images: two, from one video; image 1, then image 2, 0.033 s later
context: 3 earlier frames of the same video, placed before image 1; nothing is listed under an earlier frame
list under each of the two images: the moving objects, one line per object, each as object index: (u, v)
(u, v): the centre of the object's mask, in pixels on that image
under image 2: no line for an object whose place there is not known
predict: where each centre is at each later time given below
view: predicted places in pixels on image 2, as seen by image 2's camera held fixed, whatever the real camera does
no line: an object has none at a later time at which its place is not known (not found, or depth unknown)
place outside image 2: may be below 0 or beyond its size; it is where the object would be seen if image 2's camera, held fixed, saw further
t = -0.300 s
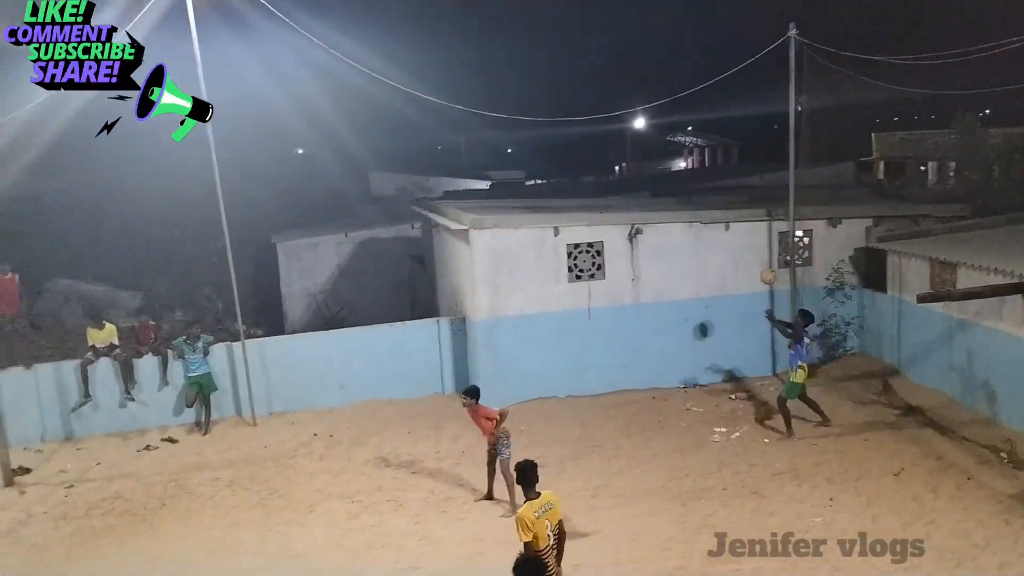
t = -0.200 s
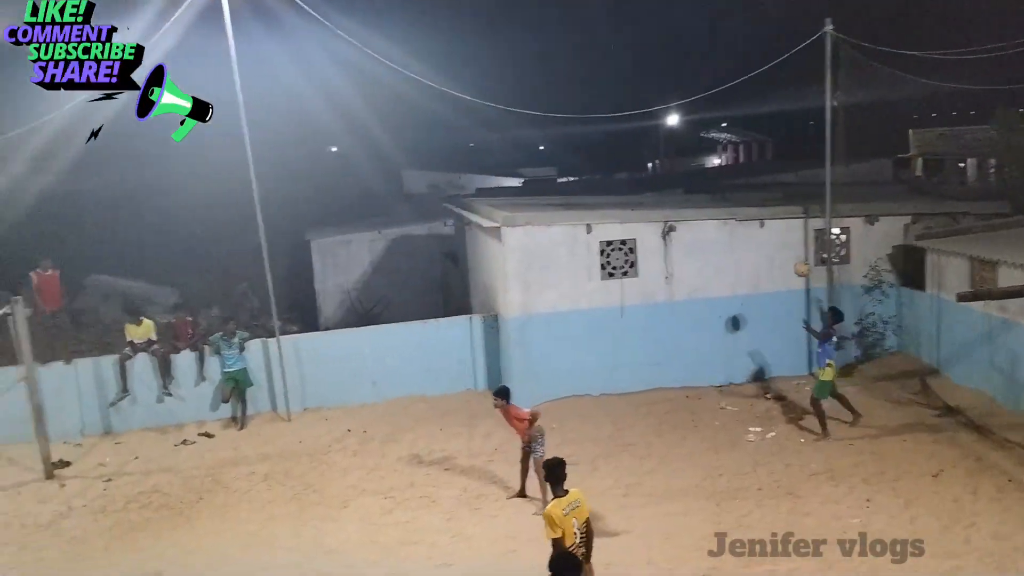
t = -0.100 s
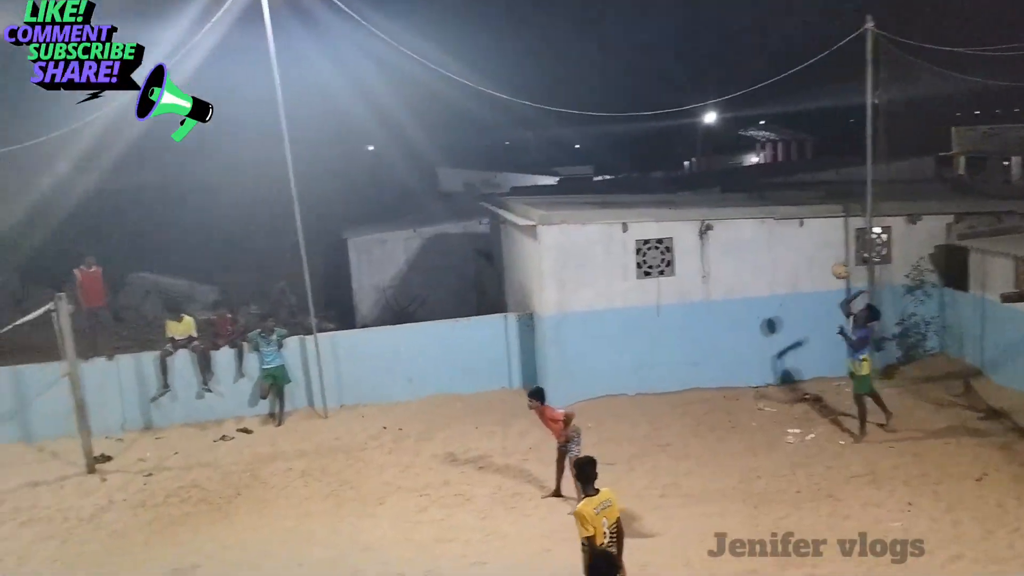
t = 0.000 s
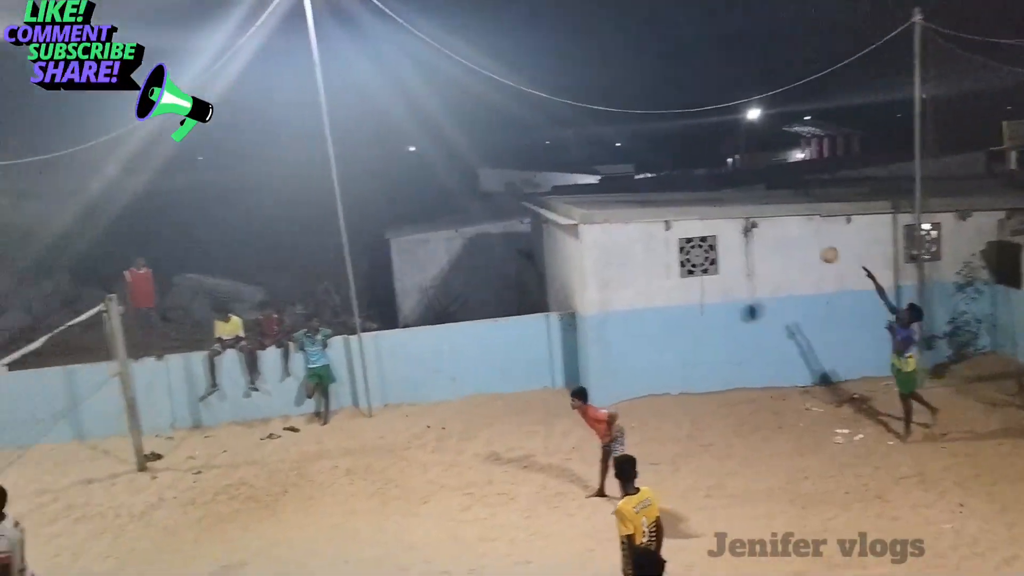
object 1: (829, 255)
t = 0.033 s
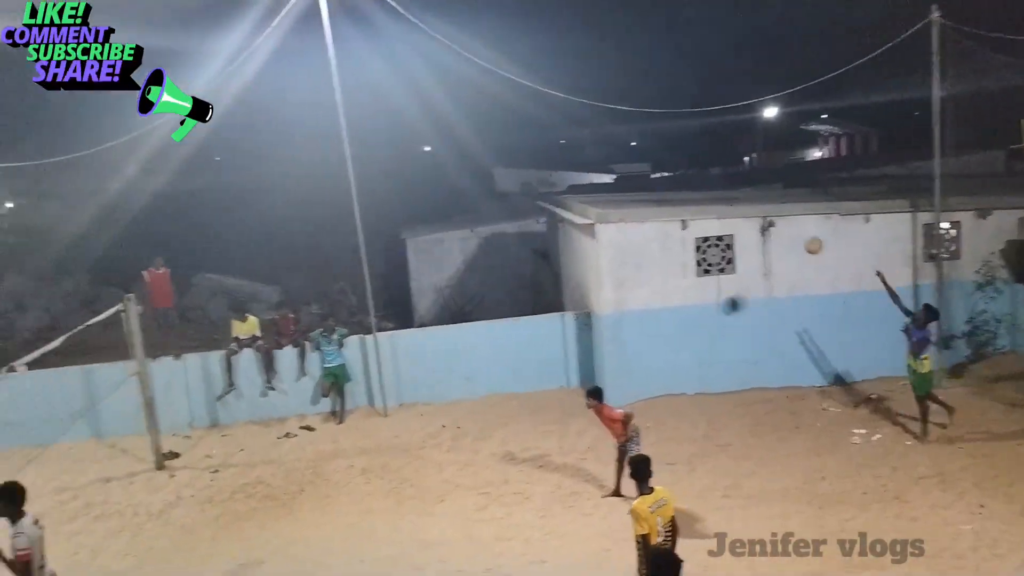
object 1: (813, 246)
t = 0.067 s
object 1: (781, 239)
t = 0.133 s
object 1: (712, 227)
